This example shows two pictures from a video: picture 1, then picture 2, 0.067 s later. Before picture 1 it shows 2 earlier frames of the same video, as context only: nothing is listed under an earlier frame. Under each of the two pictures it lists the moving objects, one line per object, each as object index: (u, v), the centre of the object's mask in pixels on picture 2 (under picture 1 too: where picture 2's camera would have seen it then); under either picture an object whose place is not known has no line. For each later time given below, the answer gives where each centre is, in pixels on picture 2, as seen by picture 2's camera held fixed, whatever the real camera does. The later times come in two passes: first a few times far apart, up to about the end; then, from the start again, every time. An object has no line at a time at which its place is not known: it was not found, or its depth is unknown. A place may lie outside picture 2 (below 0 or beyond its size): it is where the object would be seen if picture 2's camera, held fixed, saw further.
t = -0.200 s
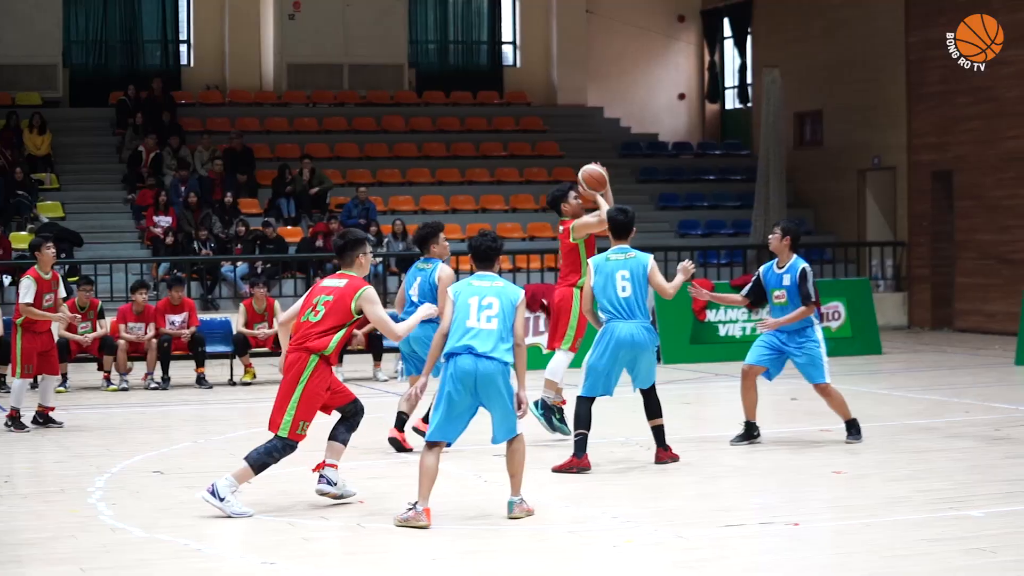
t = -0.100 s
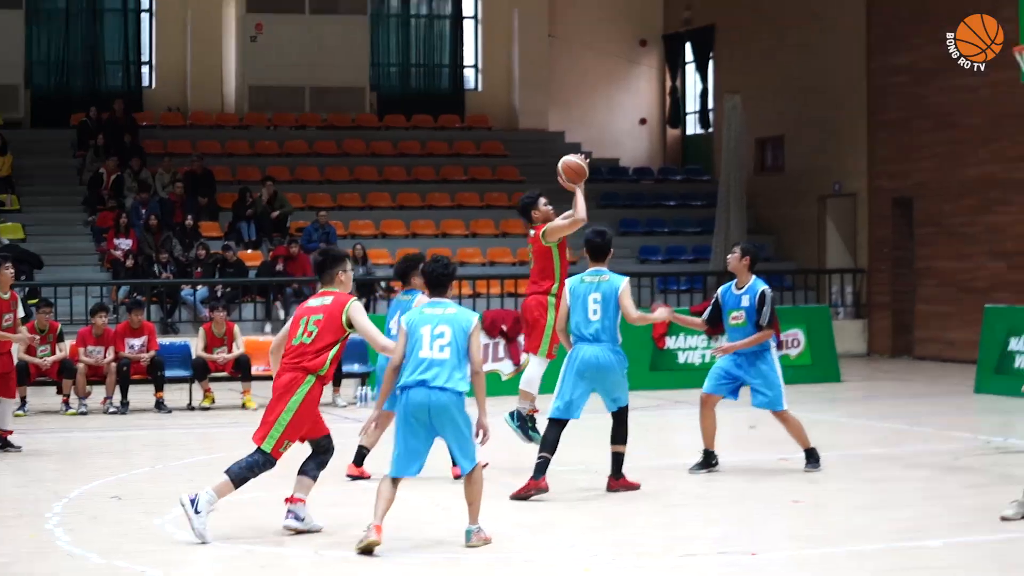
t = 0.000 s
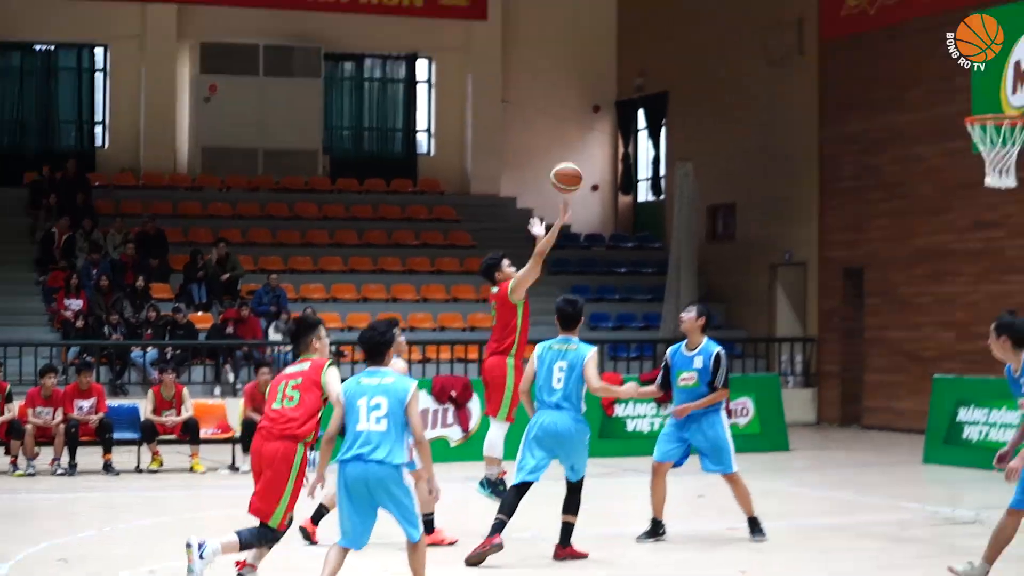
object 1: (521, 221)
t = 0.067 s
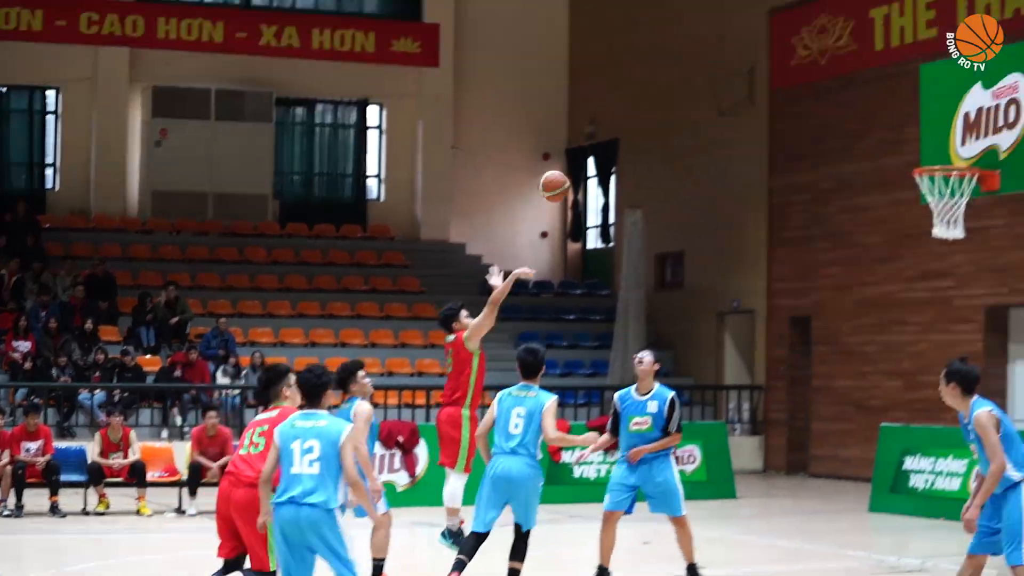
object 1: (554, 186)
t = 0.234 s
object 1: (632, 129)
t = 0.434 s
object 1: (737, 95)
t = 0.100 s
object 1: (568, 175)
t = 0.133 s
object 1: (582, 163)
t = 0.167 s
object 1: (602, 149)
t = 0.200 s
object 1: (616, 138)
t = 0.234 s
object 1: (632, 129)
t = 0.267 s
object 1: (653, 118)
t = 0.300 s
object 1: (668, 111)
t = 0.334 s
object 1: (684, 105)
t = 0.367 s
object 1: (706, 99)
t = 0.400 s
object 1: (722, 97)
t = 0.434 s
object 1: (737, 95)
